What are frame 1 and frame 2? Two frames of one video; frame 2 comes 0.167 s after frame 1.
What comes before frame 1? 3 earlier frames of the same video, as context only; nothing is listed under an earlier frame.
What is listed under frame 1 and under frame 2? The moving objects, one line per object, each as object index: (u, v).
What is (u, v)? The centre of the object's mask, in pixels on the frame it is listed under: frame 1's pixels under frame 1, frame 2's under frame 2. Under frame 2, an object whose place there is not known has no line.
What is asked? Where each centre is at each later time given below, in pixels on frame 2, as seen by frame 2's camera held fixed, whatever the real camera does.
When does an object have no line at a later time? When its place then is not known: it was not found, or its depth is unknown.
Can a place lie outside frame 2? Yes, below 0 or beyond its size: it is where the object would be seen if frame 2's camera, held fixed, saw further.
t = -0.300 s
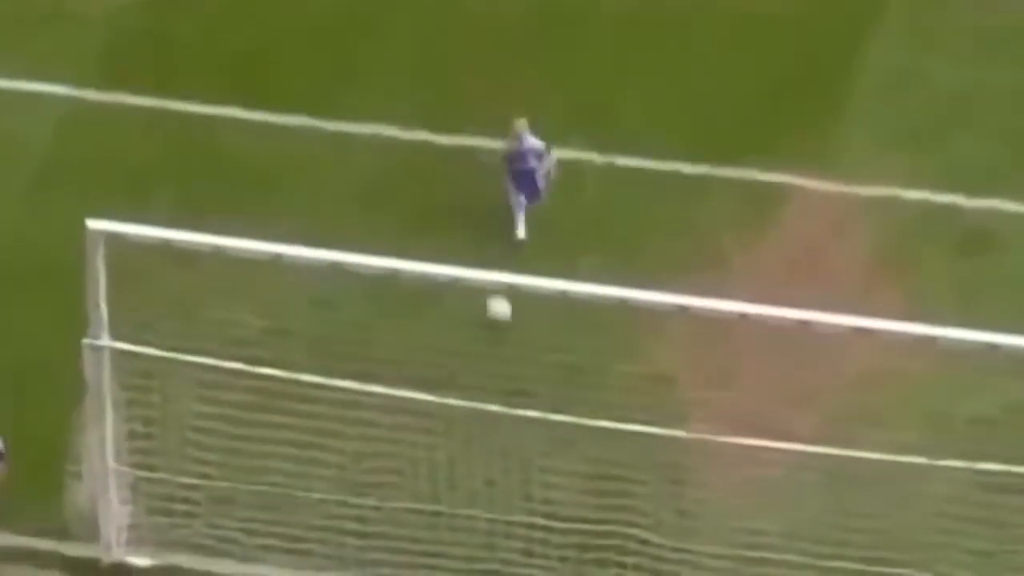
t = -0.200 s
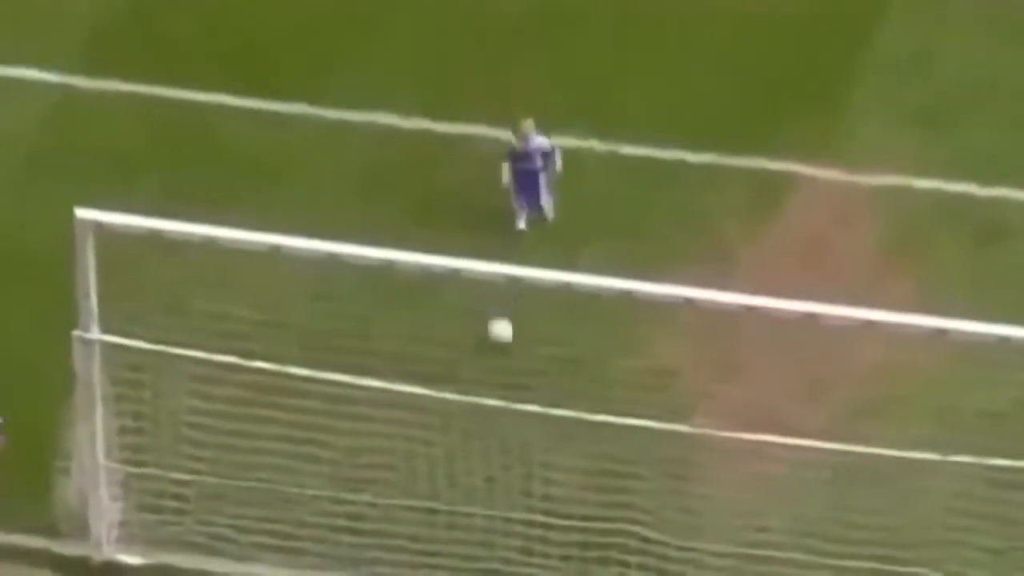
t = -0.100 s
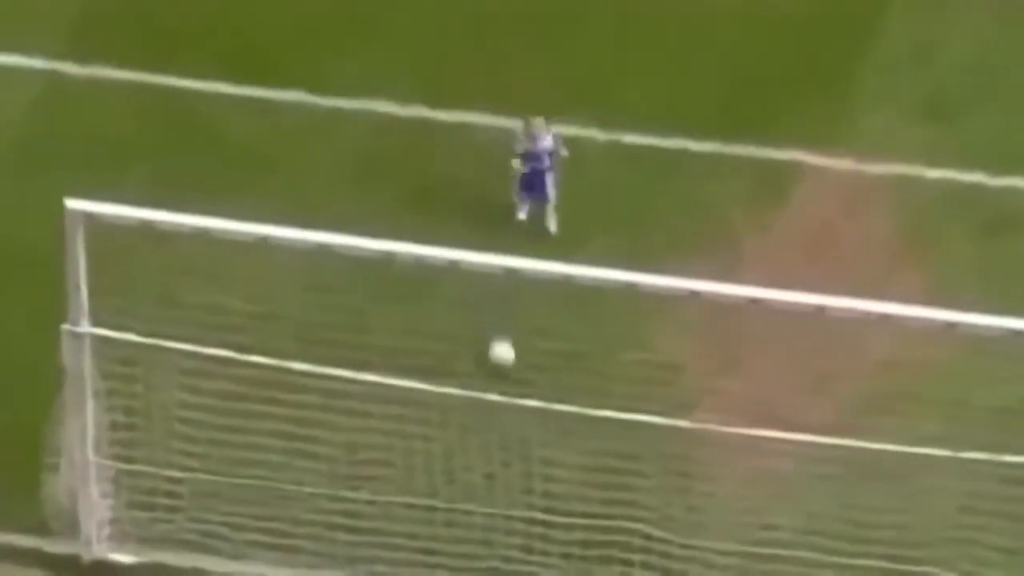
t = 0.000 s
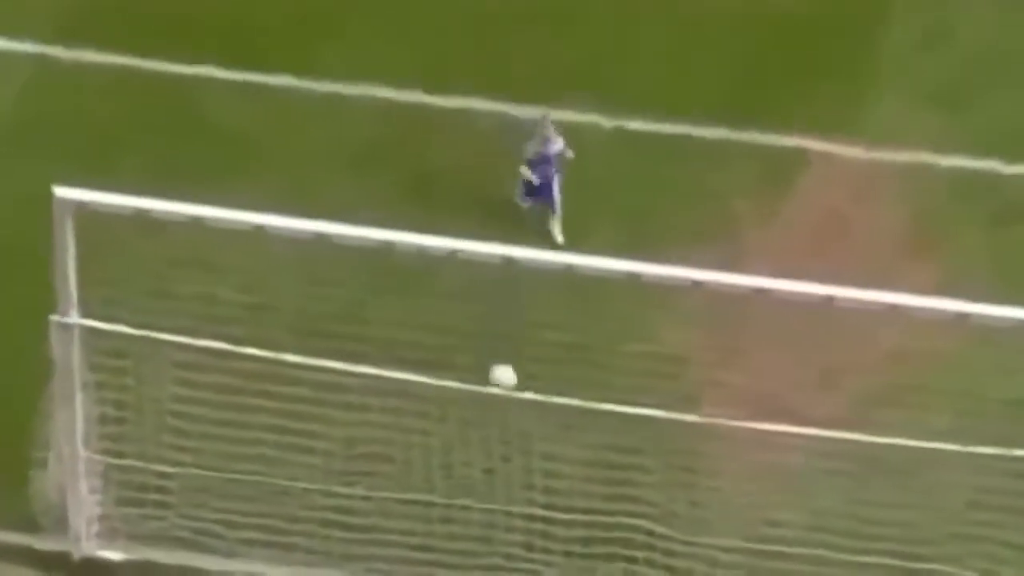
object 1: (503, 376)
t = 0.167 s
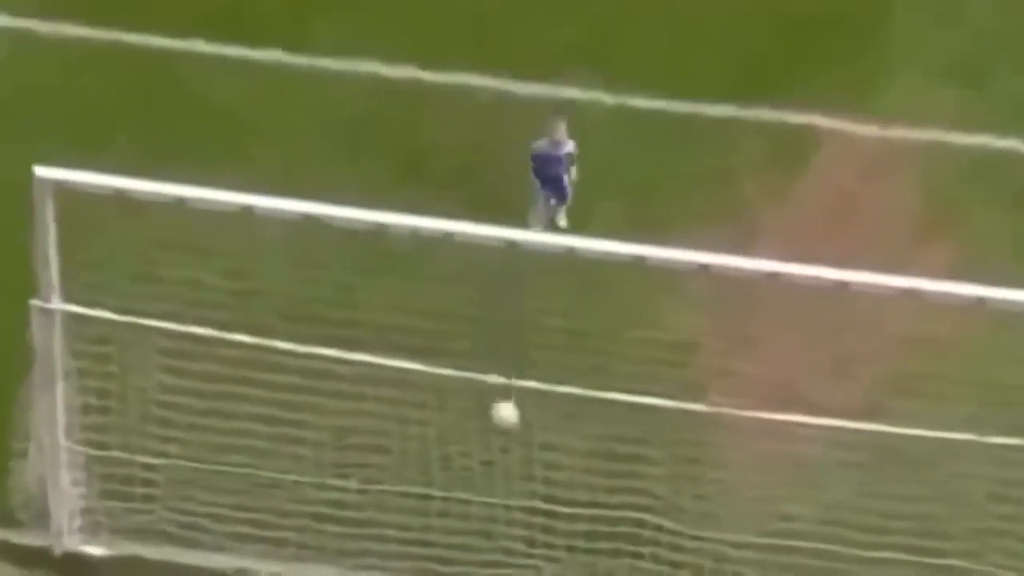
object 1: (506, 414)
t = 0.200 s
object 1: (506, 423)
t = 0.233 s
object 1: (506, 431)
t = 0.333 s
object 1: (506, 459)
